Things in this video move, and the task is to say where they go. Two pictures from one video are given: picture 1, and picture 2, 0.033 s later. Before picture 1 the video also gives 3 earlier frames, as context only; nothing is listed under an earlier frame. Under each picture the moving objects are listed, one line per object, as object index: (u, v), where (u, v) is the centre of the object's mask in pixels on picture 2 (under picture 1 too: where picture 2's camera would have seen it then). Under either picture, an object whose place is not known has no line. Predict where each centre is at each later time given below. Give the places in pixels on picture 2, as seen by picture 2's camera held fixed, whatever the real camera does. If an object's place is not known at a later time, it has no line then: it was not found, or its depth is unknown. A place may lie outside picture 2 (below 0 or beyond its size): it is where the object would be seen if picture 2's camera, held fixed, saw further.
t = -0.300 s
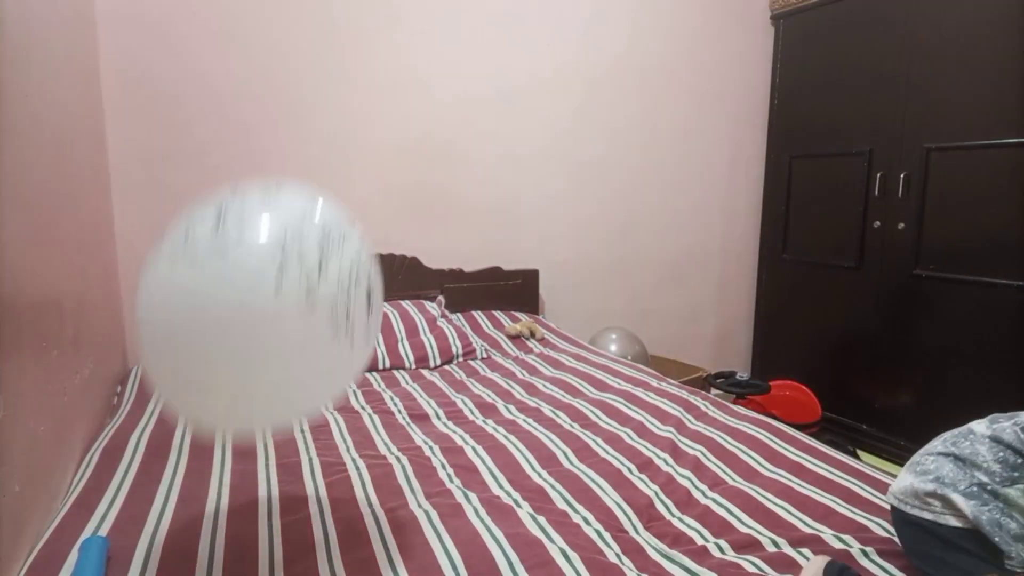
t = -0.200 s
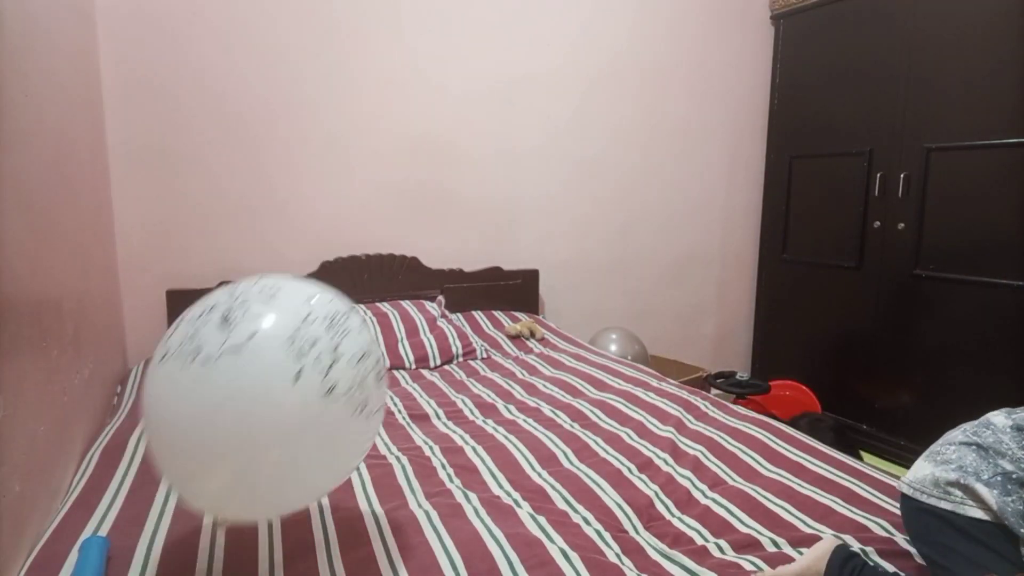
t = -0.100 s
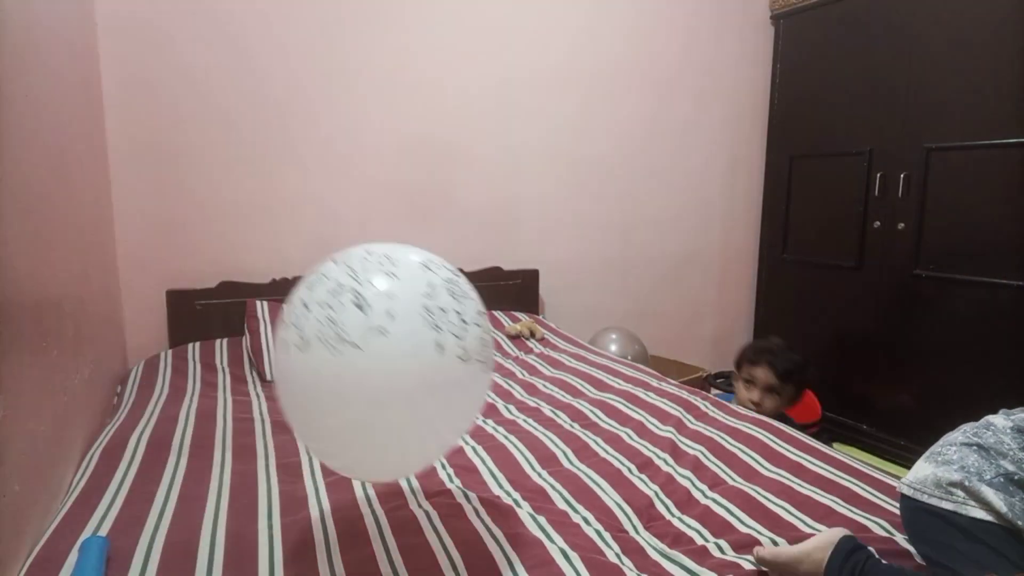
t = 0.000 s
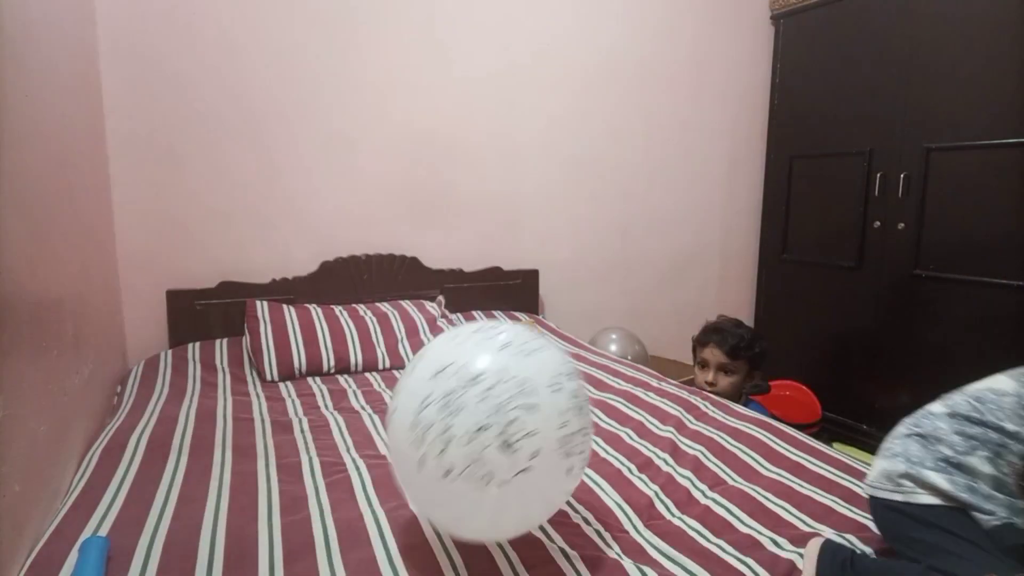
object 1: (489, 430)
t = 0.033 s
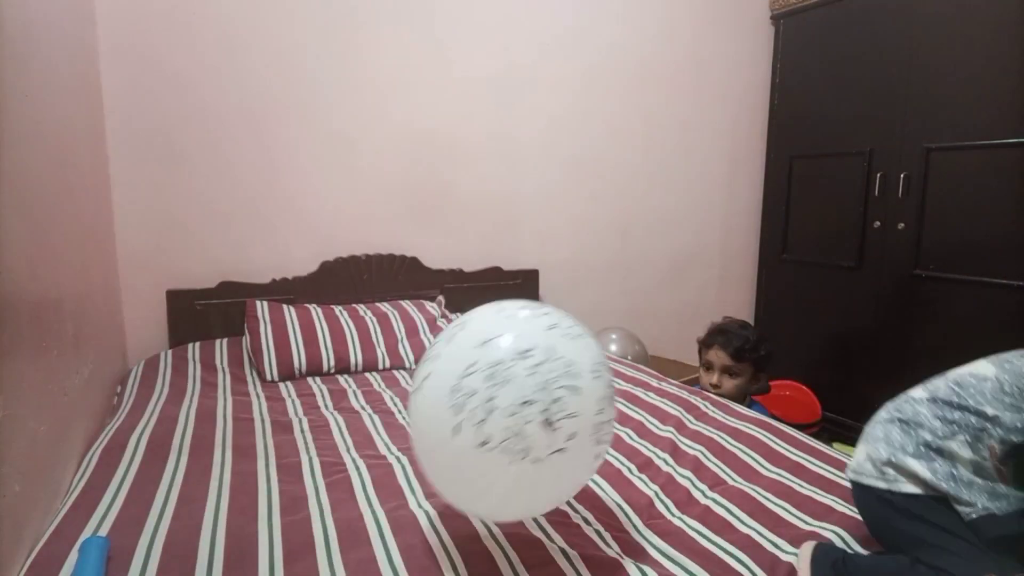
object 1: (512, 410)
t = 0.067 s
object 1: (542, 397)
